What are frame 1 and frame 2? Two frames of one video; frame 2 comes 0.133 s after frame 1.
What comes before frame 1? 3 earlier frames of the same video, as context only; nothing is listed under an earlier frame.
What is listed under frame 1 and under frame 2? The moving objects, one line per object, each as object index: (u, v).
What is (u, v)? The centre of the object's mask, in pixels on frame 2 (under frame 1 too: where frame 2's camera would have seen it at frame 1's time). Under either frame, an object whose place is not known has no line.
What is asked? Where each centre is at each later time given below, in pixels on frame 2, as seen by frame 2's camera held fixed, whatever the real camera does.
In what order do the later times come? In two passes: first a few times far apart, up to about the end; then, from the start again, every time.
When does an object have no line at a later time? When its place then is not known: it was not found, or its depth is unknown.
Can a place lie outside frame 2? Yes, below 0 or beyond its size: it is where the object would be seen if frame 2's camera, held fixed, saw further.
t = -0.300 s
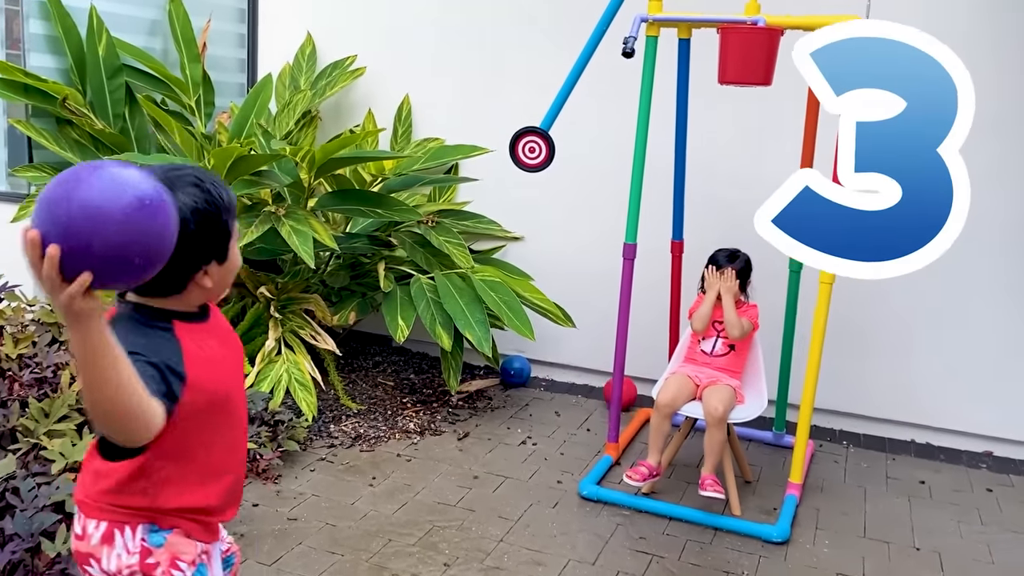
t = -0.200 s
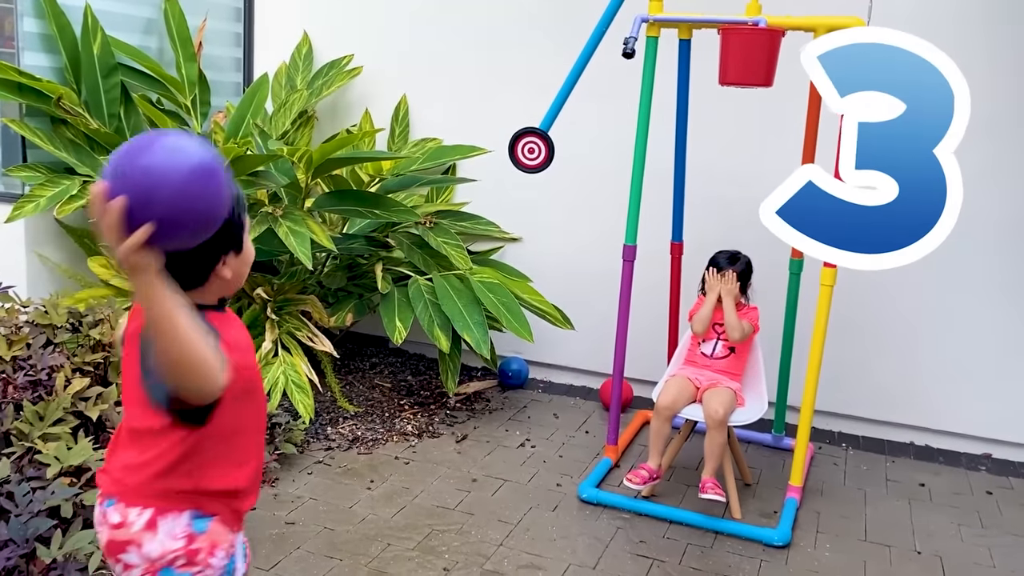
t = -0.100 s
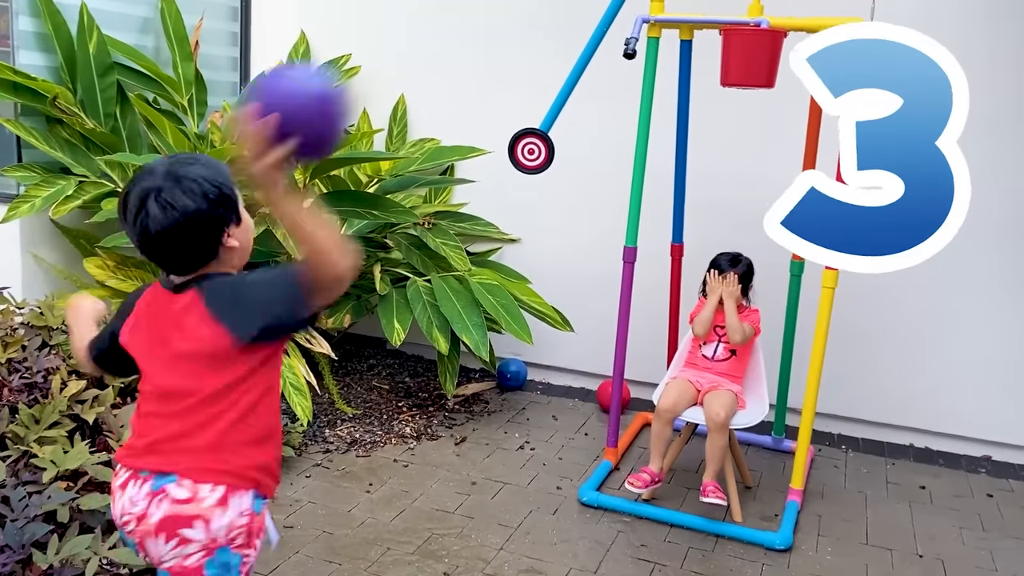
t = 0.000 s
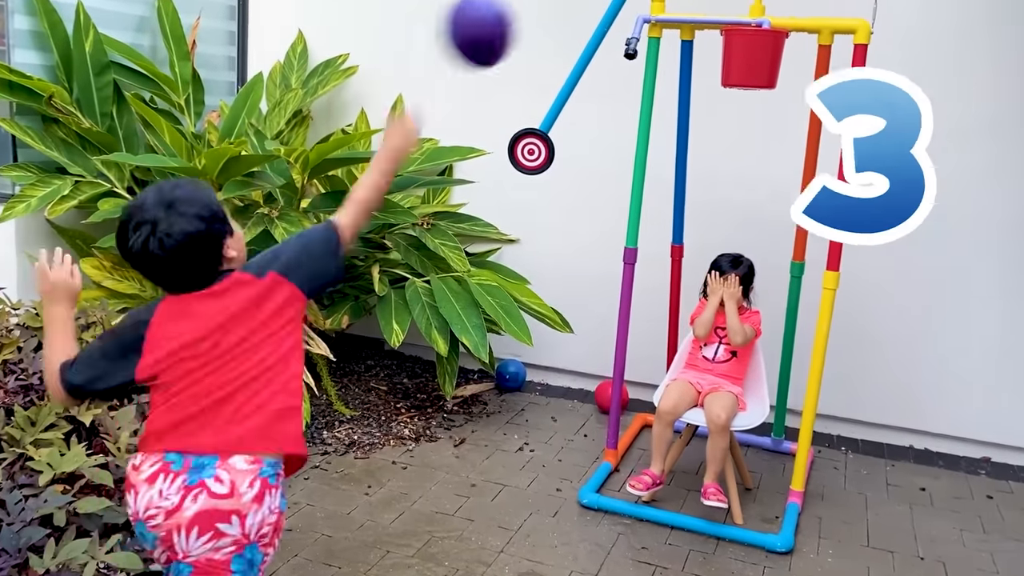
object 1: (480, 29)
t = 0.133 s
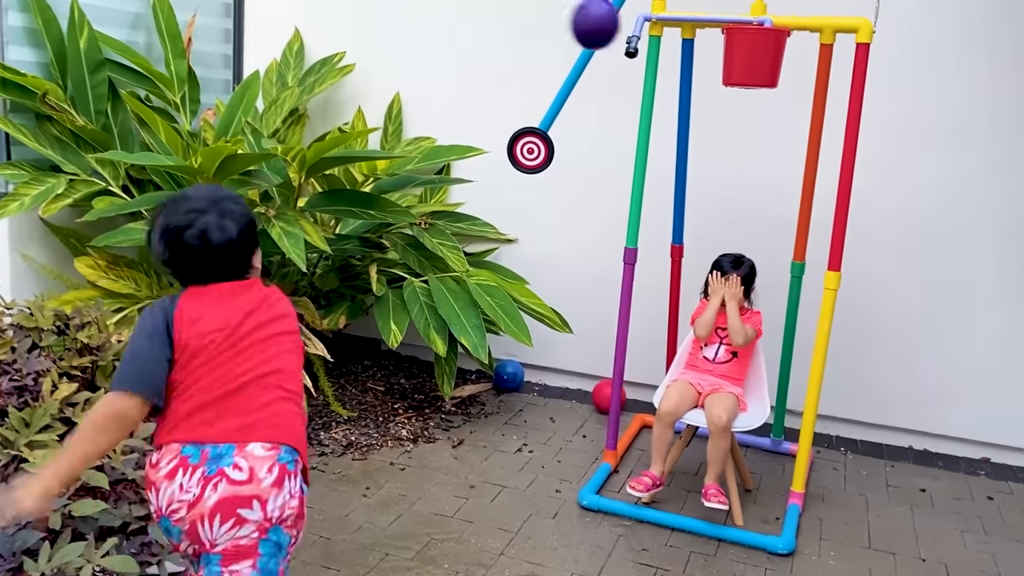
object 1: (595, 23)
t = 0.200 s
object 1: (602, 32)
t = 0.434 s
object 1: (409, 65)
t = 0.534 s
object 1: (323, 127)
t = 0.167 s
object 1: (609, 30)
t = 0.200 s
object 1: (602, 32)
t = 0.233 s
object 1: (578, 27)
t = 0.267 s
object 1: (552, 25)
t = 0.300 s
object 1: (524, 27)
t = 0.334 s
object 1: (496, 31)
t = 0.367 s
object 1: (468, 39)
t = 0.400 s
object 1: (438, 51)
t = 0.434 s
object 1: (409, 65)
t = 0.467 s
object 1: (380, 83)
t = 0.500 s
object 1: (350, 105)
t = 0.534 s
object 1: (323, 127)
